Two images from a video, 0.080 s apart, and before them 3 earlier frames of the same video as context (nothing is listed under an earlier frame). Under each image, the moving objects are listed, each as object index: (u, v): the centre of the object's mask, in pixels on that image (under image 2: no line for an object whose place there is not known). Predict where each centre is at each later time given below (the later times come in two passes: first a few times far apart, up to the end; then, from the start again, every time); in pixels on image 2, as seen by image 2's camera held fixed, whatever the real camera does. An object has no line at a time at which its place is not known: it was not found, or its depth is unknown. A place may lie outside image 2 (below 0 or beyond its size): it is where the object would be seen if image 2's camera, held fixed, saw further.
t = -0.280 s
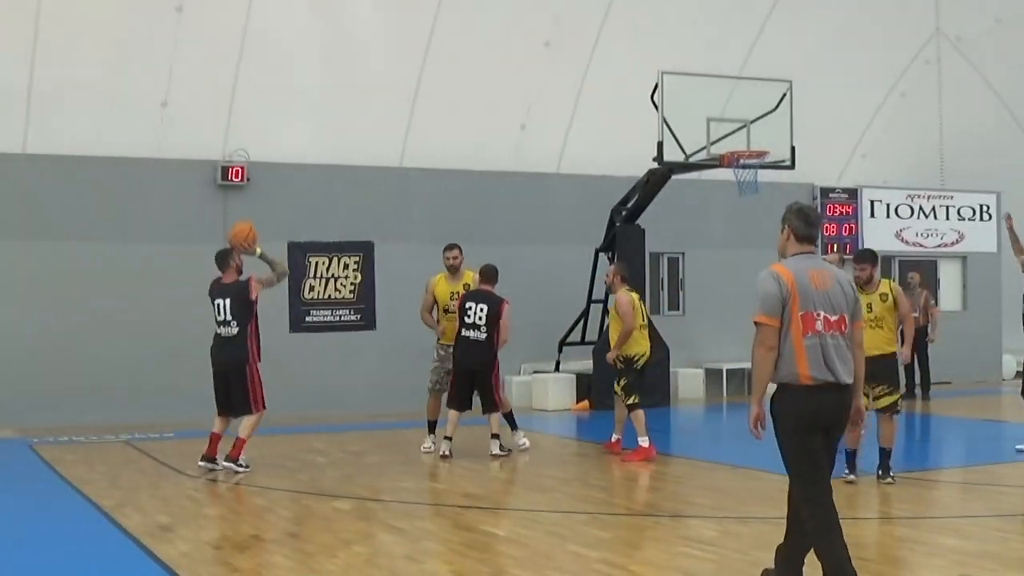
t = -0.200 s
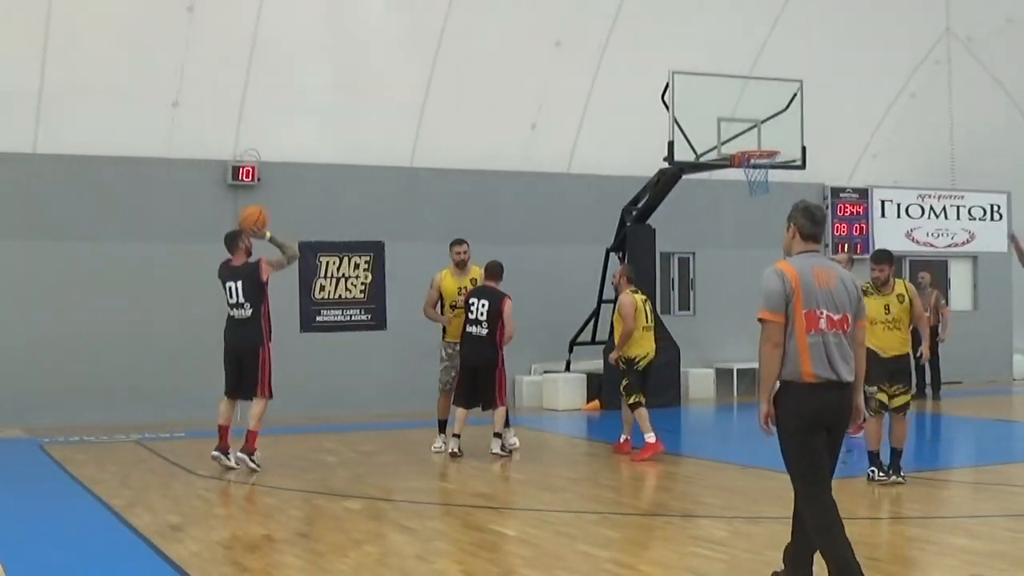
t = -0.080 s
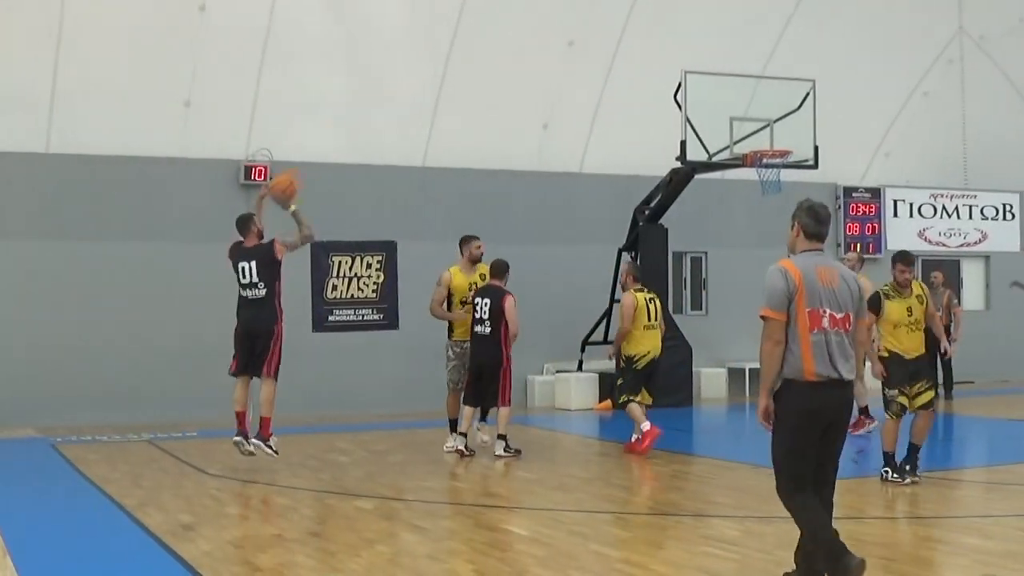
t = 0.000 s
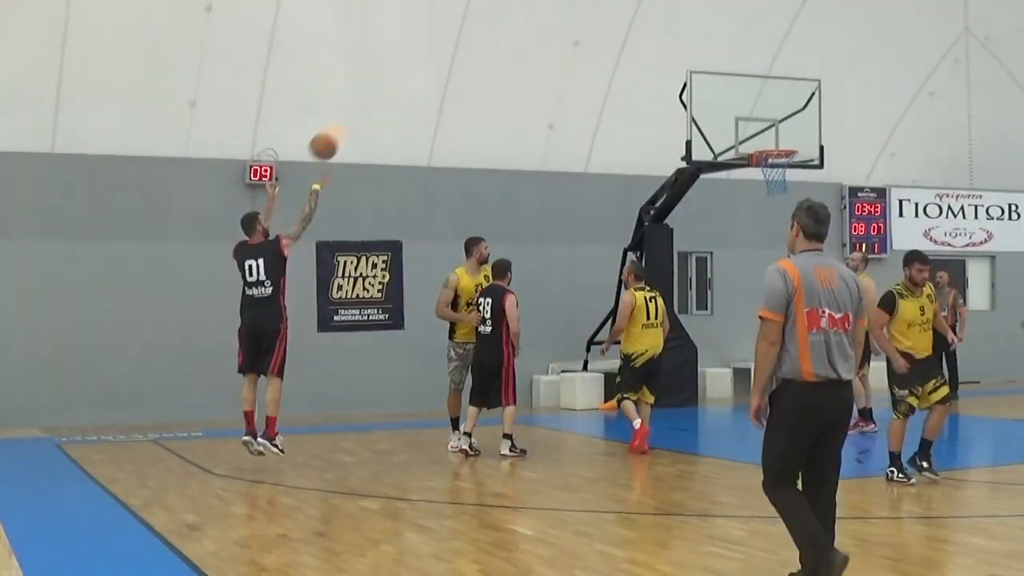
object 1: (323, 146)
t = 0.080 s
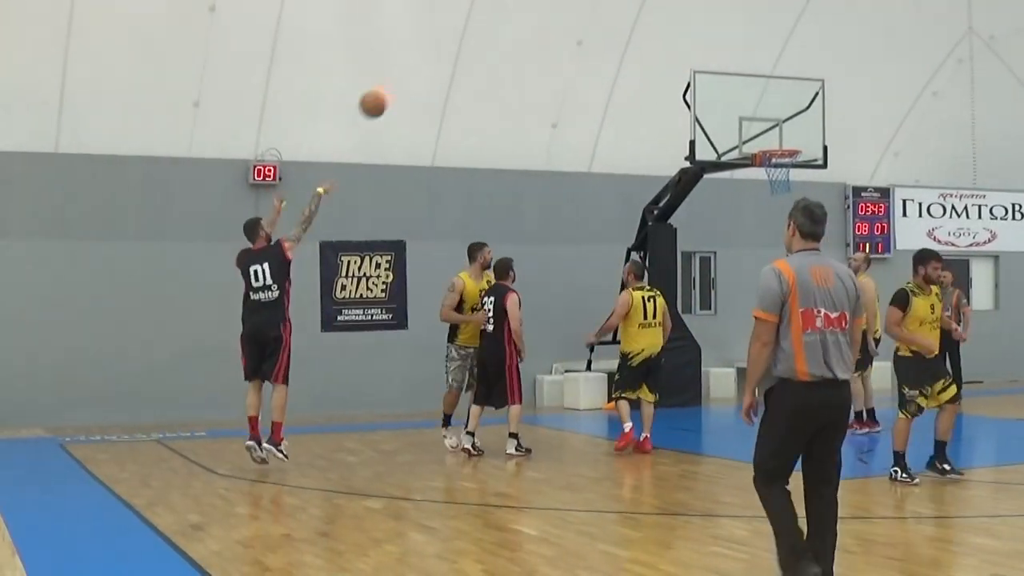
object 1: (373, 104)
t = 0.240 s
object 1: (459, 46)
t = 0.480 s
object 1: (573, 13)
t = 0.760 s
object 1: (690, 45)
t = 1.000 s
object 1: (779, 123)
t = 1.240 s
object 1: (760, 92)
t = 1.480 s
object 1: (732, 72)
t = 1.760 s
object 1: (718, 112)
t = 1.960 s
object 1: (708, 187)
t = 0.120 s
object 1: (395, 86)
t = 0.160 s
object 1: (417, 71)
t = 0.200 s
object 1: (438, 57)
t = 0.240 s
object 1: (459, 46)
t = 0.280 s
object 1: (479, 36)
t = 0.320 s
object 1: (498, 28)
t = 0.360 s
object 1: (517, 21)
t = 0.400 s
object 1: (536, 17)
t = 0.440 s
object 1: (555, 14)
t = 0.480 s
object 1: (573, 13)
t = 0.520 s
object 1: (591, 13)
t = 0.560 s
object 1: (608, 15)
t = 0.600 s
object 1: (626, 18)
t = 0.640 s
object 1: (642, 23)
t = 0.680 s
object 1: (658, 29)
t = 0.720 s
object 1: (674, 36)
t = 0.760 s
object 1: (690, 45)
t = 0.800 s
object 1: (705, 54)
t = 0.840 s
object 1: (722, 65)
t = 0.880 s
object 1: (736, 79)
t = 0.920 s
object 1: (751, 92)
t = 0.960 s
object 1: (765, 107)
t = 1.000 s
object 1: (779, 123)
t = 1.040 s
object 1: (793, 138)
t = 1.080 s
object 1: (790, 132)
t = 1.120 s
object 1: (782, 120)
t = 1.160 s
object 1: (775, 109)
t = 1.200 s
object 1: (767, 100)
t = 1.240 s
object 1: (760, 92)
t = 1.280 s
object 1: (753, 85)
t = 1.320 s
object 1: (746, 80)
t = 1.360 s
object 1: (738, 76)
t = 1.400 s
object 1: (736, 73)
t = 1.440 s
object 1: (734, 72)
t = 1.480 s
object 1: (732, 72)
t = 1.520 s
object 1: (730, 73)
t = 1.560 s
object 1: (728, 76)
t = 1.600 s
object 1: (726, 81)
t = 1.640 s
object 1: (724, 86)
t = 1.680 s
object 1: (722, 93)
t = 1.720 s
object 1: (720, 102)
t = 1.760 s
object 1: (718, 112)
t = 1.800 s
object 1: (716, 124)
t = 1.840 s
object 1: (714, 137)
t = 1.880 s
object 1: (712, 152)
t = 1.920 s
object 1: (710, 168)
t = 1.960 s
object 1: (708, 187)
